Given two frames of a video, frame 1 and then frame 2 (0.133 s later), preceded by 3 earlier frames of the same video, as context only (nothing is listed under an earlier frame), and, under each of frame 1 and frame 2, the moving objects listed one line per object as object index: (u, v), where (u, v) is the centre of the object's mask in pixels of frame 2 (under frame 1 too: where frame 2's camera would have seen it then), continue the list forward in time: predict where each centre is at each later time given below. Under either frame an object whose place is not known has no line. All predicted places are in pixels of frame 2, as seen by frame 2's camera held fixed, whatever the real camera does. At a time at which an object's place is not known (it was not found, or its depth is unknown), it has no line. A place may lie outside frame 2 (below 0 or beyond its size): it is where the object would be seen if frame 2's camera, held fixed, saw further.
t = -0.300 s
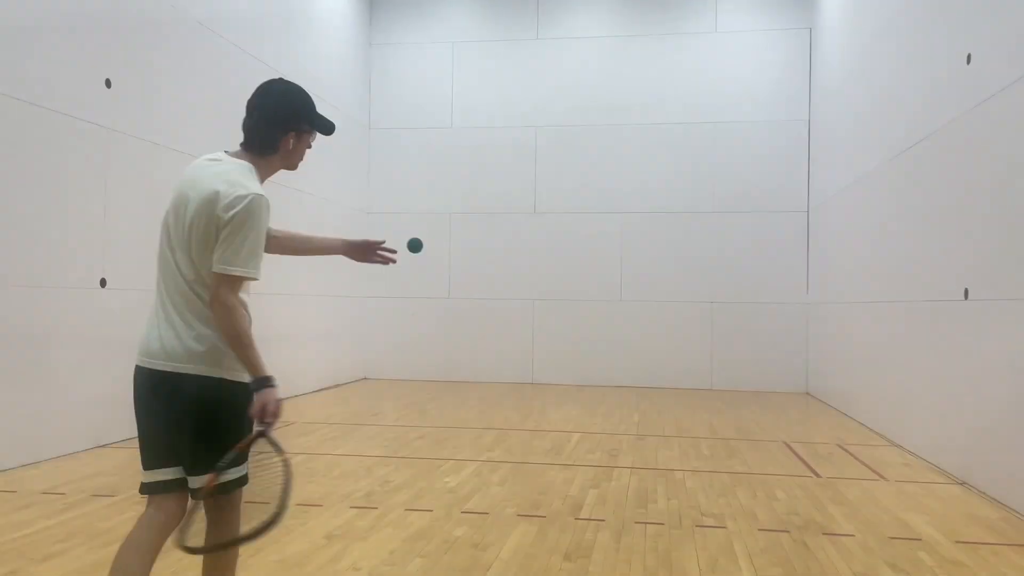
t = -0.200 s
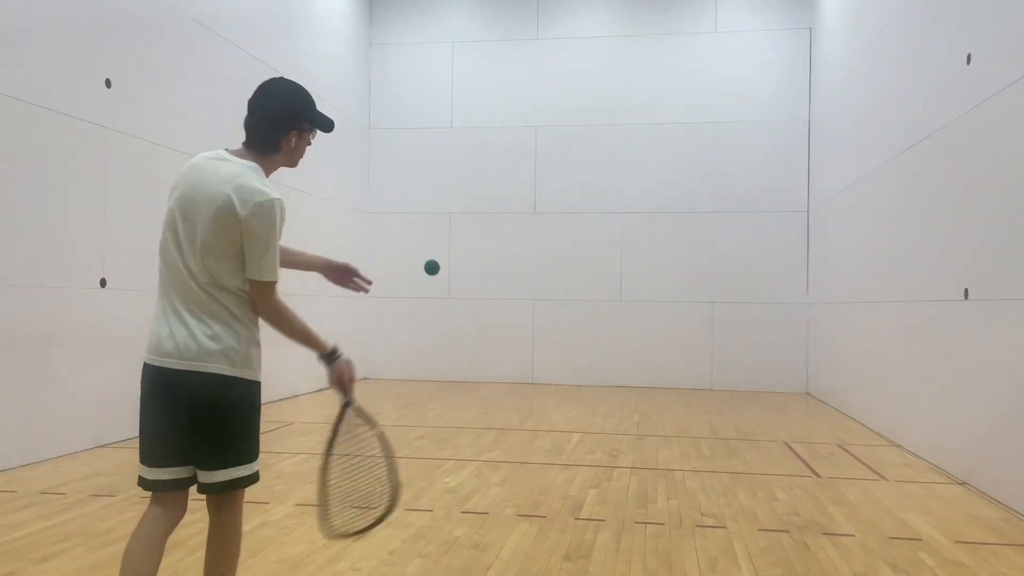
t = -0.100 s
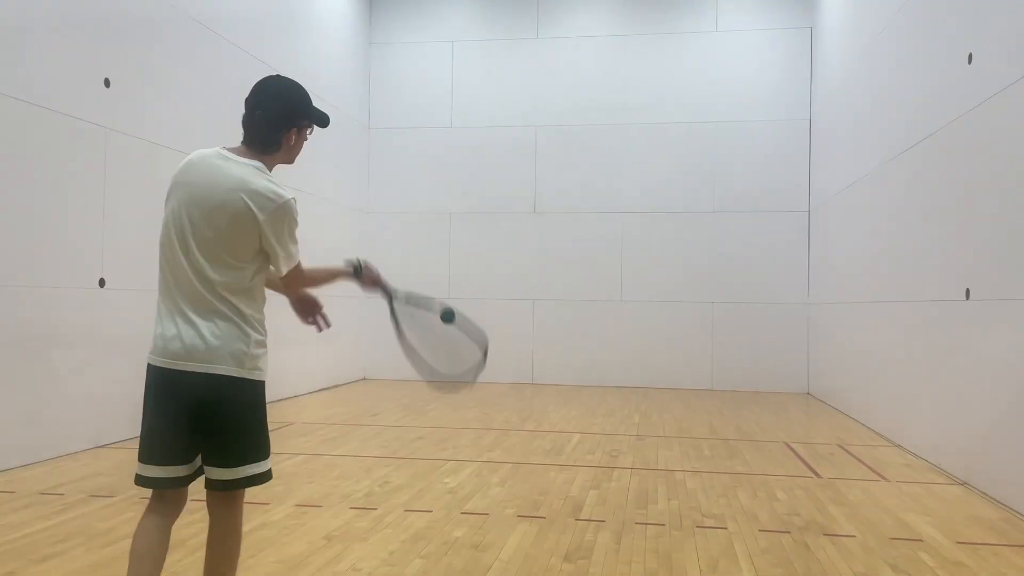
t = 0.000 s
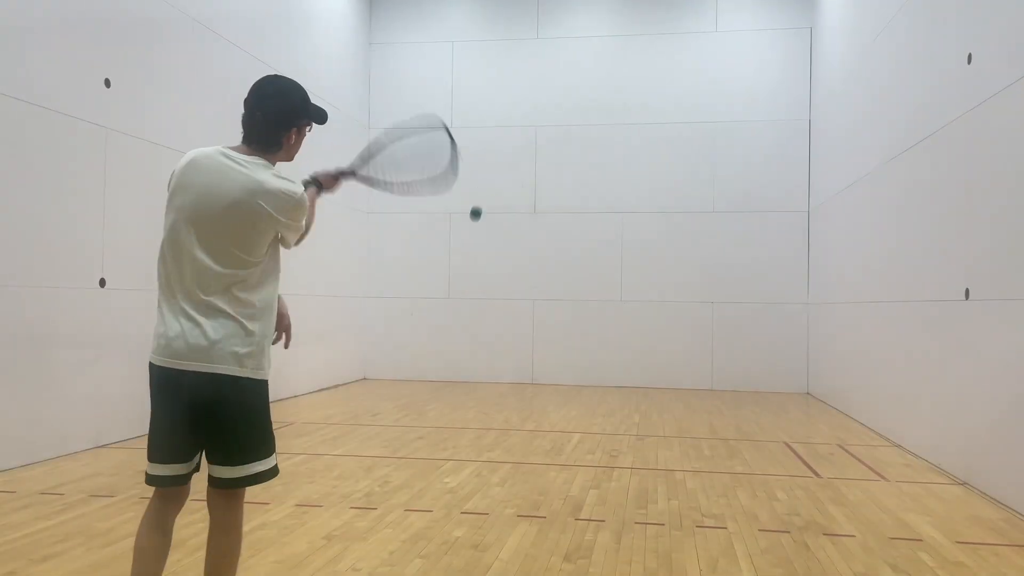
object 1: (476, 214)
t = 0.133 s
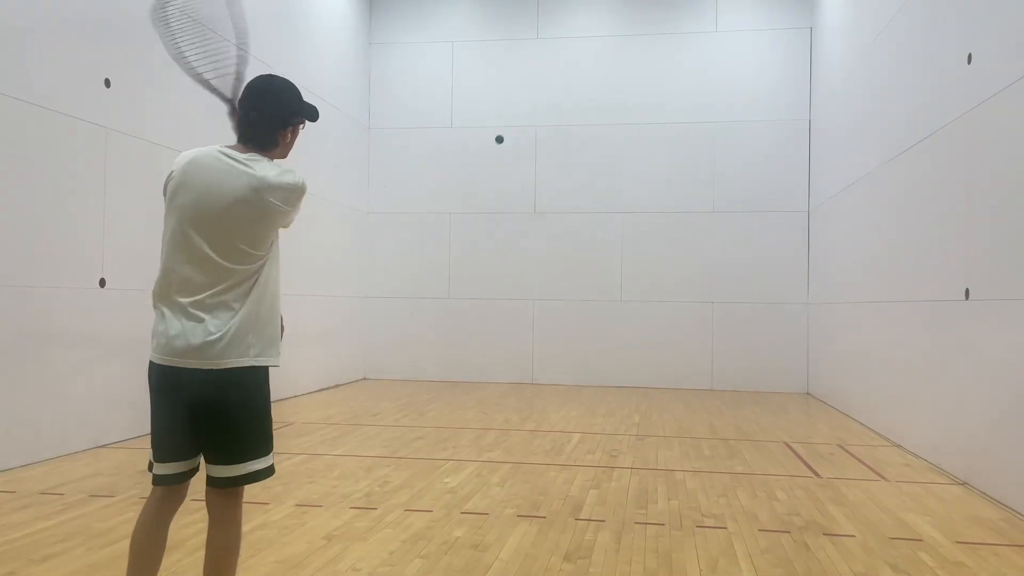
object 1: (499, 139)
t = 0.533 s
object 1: (529, 150)
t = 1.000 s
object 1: (514, 246)
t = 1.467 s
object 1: (427, 369)
